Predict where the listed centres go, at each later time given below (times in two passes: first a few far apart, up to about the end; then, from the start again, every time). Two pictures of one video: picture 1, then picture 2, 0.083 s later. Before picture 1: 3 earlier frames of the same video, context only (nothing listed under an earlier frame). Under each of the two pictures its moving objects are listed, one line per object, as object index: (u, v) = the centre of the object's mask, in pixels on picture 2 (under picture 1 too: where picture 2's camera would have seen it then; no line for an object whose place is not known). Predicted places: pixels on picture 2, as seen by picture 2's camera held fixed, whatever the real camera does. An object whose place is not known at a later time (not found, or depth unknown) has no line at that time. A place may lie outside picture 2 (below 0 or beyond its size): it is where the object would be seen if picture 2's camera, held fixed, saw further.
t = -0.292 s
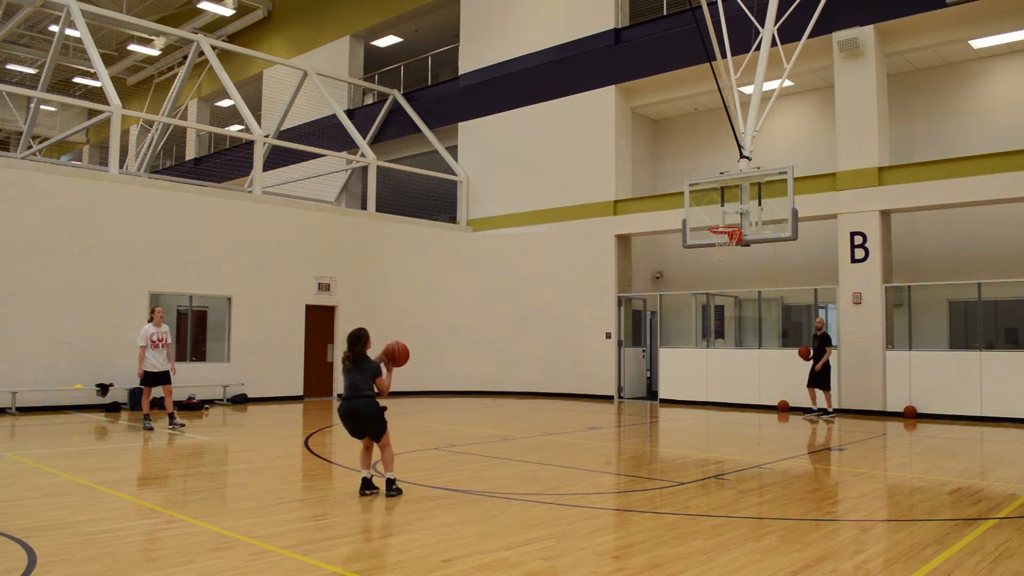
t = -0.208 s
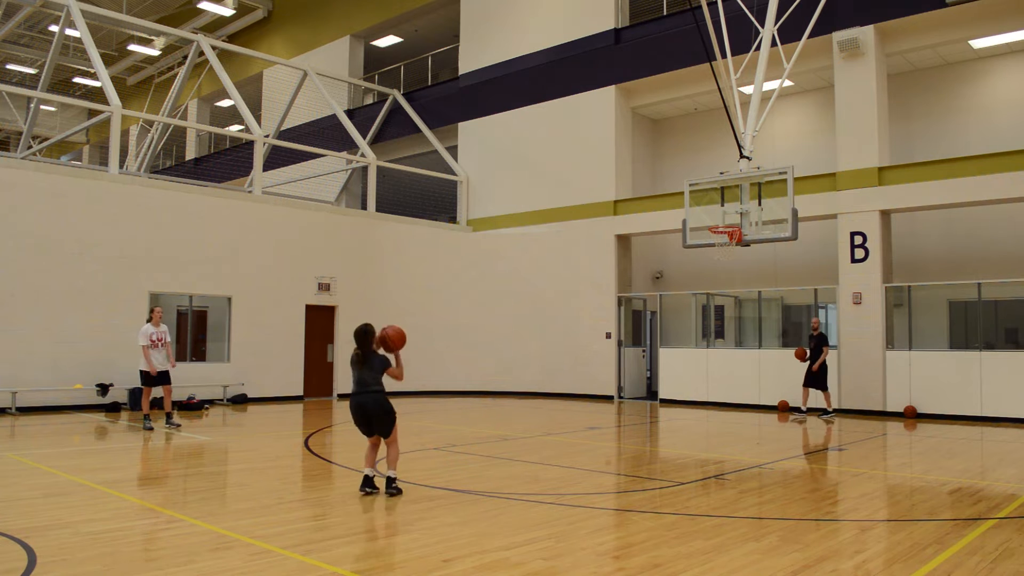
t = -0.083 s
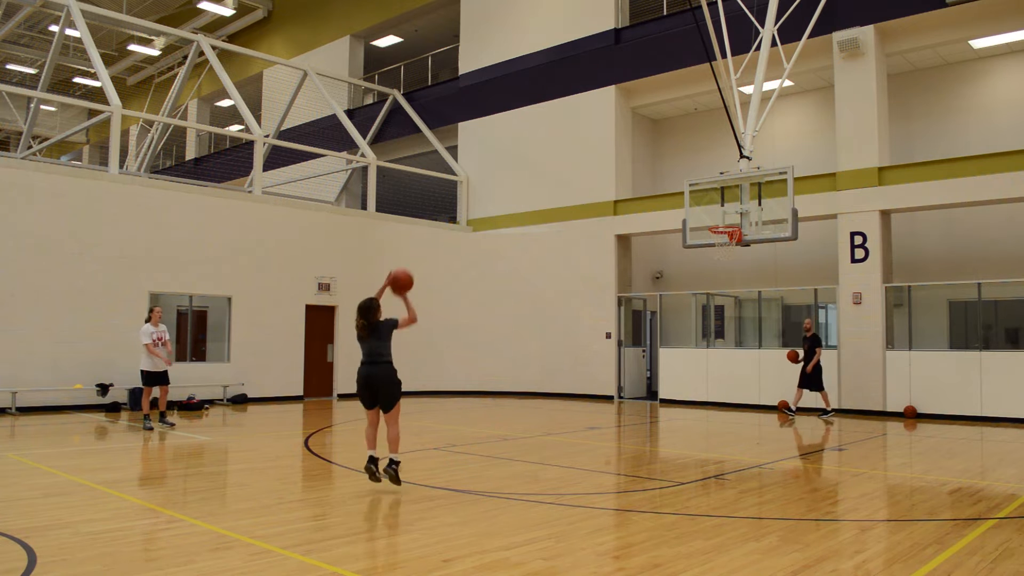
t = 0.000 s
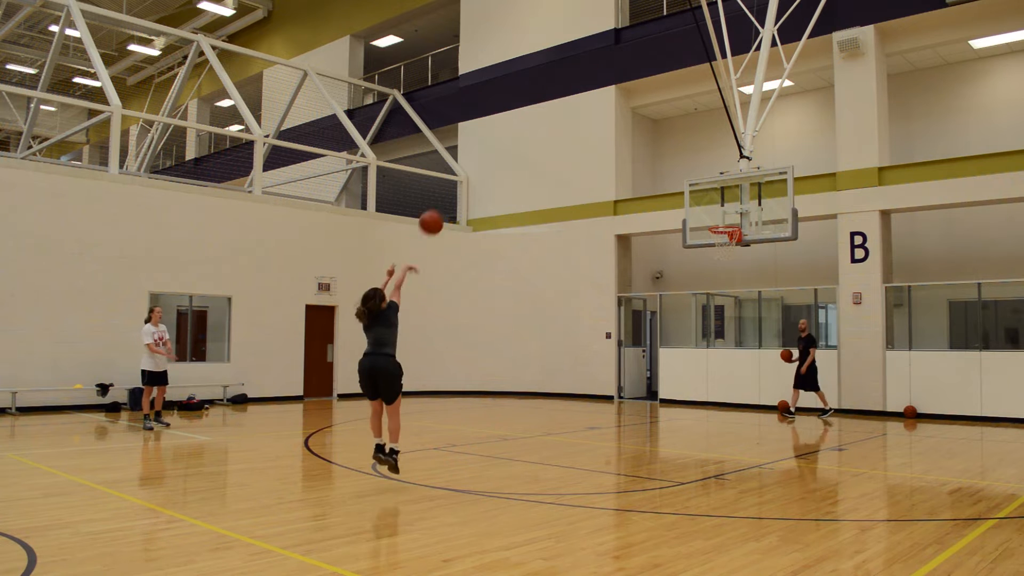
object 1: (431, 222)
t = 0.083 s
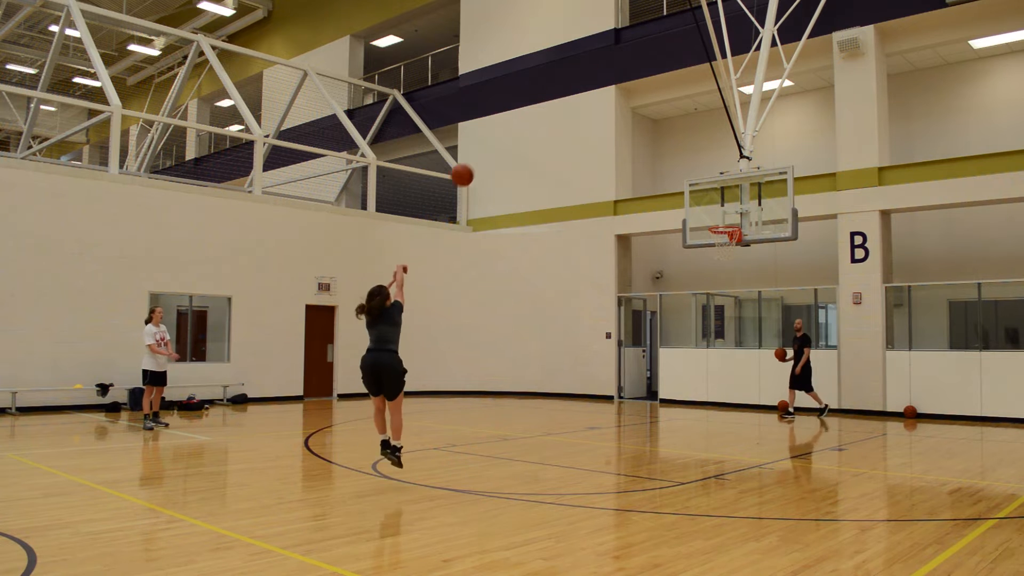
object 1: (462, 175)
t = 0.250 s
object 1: (516, 108)
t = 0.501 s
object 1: (583, 67)
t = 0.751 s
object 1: (637, 77)
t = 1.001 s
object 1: (682, 129)
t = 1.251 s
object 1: (721, 213)
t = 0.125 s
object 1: (477, 155)
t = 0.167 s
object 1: (490, 137)
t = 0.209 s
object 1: (504, 121)
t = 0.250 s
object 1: (516, 108)
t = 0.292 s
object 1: (528, 96)
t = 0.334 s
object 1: (540, 87)
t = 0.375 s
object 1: (552, 80)
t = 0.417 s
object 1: (562, 74)
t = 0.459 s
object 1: (573, 70)
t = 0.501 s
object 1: (583, 67)
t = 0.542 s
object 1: (592, 65)
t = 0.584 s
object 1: (602, 65)
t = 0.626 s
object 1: (611, 66)
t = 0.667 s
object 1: (620, 69)
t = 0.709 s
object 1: (629, 72)
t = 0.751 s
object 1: (637, 77)
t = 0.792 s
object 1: (645, 83)
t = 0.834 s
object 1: (653, 91)
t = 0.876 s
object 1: (660, 99)
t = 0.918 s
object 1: (668, 108)
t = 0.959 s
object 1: (675, 119)
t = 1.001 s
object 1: (682, 129)
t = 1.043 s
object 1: (689, 141)
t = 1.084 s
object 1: (696, 154)
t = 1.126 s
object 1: (702, 167)
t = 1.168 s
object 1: (709, 182)
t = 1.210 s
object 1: (715, 196)
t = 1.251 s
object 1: (721, 213)
